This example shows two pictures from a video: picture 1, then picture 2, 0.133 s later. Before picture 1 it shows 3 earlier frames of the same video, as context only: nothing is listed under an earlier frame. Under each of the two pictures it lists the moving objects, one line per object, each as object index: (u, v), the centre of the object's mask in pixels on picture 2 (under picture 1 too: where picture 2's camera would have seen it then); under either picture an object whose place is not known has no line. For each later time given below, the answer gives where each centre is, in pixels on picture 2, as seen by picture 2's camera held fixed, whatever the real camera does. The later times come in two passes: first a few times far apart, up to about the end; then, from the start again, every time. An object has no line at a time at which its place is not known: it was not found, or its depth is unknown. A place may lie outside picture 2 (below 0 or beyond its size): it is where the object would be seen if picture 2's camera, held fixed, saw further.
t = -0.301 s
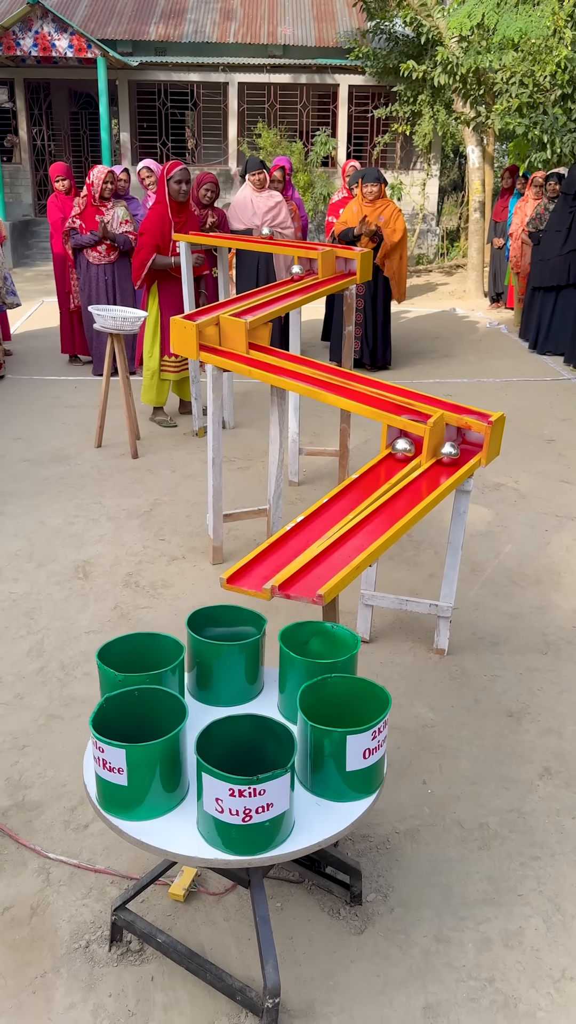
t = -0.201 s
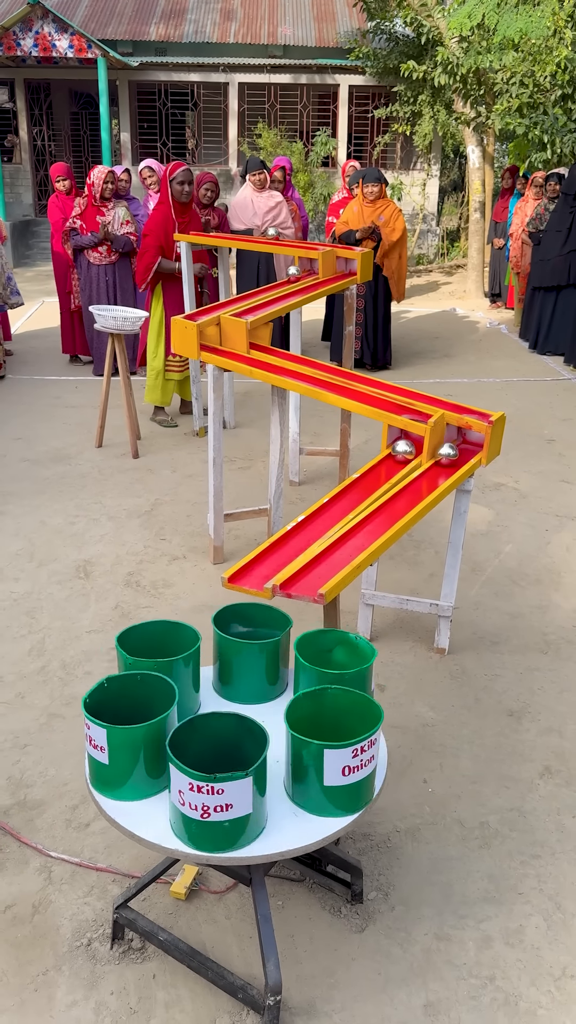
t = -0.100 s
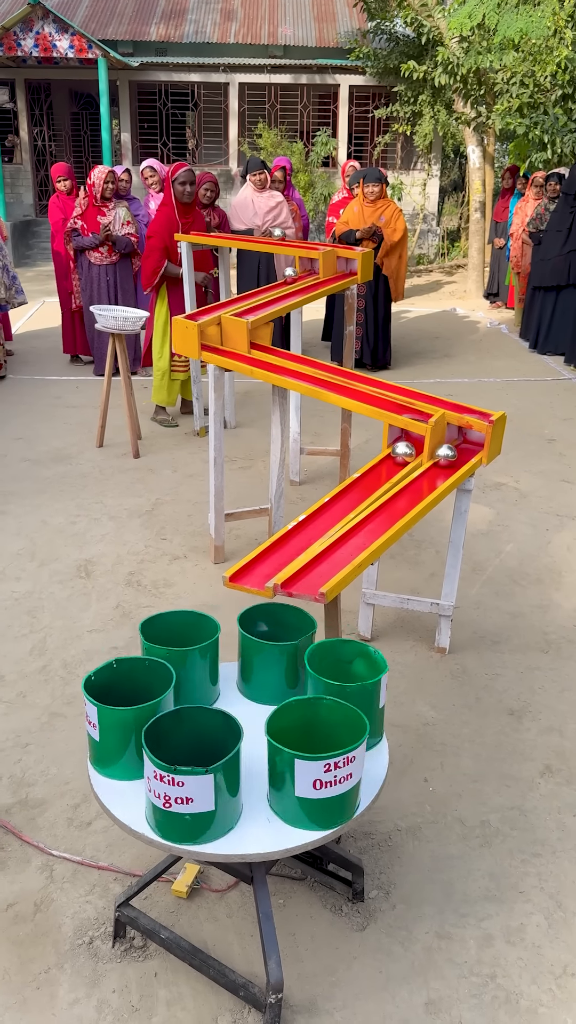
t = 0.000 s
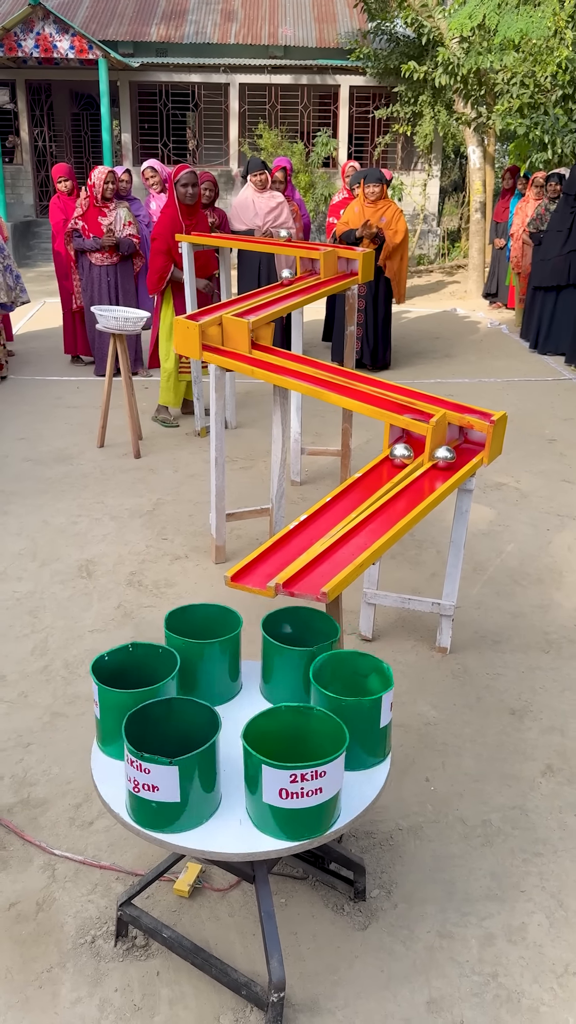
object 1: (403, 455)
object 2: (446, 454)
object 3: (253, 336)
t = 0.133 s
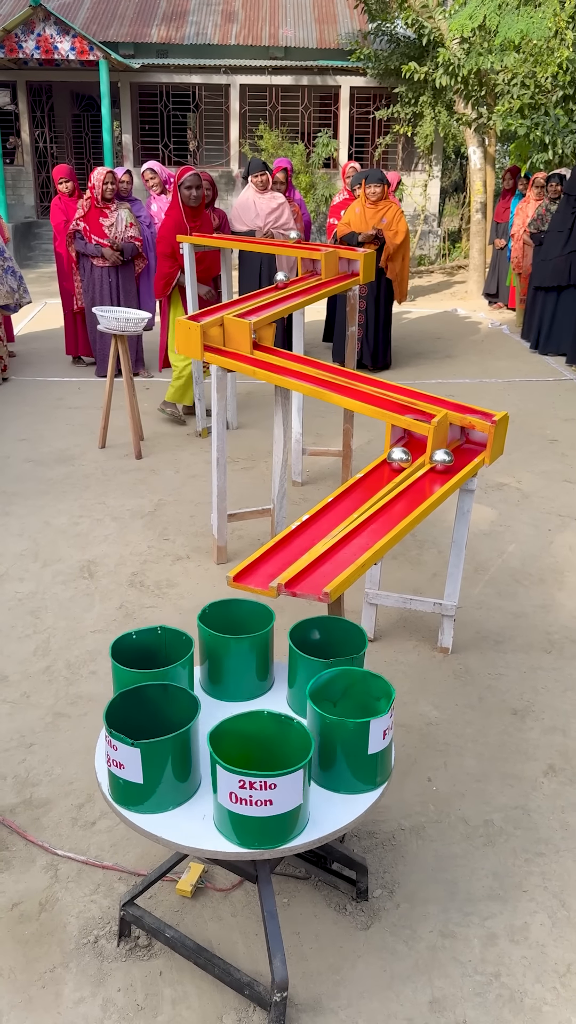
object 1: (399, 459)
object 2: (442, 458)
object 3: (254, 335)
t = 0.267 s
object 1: (394, 462)
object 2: (438, 463)
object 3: (255, 337)
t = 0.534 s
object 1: (382, 472)
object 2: (429, 470)
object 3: (262, 340)
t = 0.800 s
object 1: (366, 484)
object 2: (419, 477)
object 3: (279, 346)
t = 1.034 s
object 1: (349, 497)
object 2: (409, 485)
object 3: (298, 352)
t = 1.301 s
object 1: (325, 515)
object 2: (395, 496)
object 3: (327, 361)
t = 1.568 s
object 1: (292, 536)
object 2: (381, 507)
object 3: (364, 372)
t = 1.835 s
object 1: (254, 561)
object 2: (365, 520)
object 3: (410, 386)
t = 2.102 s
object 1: (219, 602)
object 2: (346, 535)
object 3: (468, 404)
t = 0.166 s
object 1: (398, 459)
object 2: (441, 461)
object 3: (254, 336)
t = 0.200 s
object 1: (397, 460)
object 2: (440, 461)
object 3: (255, 336)
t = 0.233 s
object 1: (395, 461)
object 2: (439, 462)
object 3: (255, 336)
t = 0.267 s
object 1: (394, 462)
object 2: (438, 463)
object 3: (255, 337)
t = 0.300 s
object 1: (393, 463)
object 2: (437, 463)
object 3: (256, 336)
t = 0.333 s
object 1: (391, 465)
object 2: (436, 465)
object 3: (256, 337)
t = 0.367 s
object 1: (390, 466)
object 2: (435, 465)
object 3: (257, 337)
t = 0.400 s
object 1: (388, 467)
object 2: (434, 466)
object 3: (258, 338)
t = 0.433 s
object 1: (387, 468)
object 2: (432, 467)
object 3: (259, 338)
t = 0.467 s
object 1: (385, 469)
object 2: (431, 468)
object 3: (260, 339)
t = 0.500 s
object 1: (383, 471)
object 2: (430, 469)
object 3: (261, 339)
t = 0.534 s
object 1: (382, 472)
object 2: (429, 470)
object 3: (262, 340)
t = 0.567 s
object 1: (380, 474)
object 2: (428, 471)
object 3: (264, 341)
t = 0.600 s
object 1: (378, 475)
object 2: (426, 472)
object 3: (266, 341)
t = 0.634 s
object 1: (376, 477)
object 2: (425, 473)
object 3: (268, 342)
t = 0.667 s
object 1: (374, 478)
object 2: (424, 474)
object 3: (270, 343)
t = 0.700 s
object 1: (372, 479)
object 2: (423, 474)
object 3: (272, 344)
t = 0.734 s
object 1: (370, 481)
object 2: (421, 475)
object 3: (275, 344)
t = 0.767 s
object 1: (368, 482)
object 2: (420, 476)
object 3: (277, 344)
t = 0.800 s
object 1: (366, 484)
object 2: (419, 477)
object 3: (279, 346)
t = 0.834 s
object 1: (364, 486)
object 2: (417, 478)
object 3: (282, 346)
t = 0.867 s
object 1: (362, 487)
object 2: (416, 480)
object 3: (284, 347)
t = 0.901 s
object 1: (359, 489)
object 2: (415, 481)
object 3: (287, 348)
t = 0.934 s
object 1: (357, 491)
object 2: (414, 482)
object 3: (290, 349)
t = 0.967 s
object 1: (355, 493)
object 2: (412, 483)
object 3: (292, 350)
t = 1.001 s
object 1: (352, 495)
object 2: (410, 484)
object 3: (295, 351)
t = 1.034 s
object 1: (349, 497)
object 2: (409, 485)
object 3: (298, 352)
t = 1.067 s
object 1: (347, 499)
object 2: (407, 487)
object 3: (302, 353)
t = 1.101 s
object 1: (344, 501)
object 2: (405, 488)
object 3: (305, 354)
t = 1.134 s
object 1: (341, 503)
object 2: (404, 489)
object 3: (308, 354)
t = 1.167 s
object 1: (338, 505)
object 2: (402, 490)
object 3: (312, 355)
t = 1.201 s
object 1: (335, 507)
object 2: (400, 492)
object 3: (315, 357)
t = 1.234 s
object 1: (331, 510)
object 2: (399, 493)
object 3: (319, 358)
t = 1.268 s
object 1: (328, 512)
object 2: (397, 495)
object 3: (323, 360)
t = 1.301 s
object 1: (325, 515)
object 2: (395, 496)
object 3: (327, 361)
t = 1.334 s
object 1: (321, 517)
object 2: (394, 497)
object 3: (331, 362)
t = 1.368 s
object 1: (317, 519)
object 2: (392, 498)
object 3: (336, 363)
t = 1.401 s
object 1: (314, 522)
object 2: (391, 500)
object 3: (340, 365)
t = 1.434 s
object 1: (310, 524)
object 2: (388, 501)
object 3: (344, 366)
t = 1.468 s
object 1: (305, 527)
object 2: (386, 502)
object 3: (349, 368)
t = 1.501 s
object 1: (301, 530)
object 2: (385, 504)
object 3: (354, 369)
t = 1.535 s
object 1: (297, 533)
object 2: (383, 506)
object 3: (359, 371)
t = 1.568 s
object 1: (292, 536)
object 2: (381, 507)
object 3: (364, 372)
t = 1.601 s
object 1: (288, 539)
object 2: (379, 509)
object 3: (369, 374)
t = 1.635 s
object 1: (283, 542)
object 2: (377, 510)
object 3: (375, 376)
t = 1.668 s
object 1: (278, 544)
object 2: (375, 512)
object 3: (380, 377)
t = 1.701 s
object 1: (273, 548)
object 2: (373, 513)
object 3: (386, 379)
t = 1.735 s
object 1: (268, 551)
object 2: (371, 515)
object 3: (391, 381)
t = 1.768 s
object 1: (263, 554)
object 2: (369, 517)
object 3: (398, 383)
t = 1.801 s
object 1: (258, 558)
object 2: (367, 519)
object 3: (404, 385)
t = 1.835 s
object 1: (254, 561)
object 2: (365, 520)
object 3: (410, 386)
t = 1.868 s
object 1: (249, 566)
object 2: (362, 522)
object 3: (417, 388)
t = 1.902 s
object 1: (244, 569)
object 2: (360, 524)
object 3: (424, 391)
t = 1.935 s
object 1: (238, 575)
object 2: (358, 526)
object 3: (430, 393)
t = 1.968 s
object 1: (233, 586)
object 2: (356, 527)
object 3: (438, 395)
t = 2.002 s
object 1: (229, 589)
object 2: (354, 529)
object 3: (445, 397)
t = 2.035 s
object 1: (226, 589)
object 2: (351, 531)
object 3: (452, 399)
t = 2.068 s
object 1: (222, 593)
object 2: (349, 533)
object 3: (460, 402)
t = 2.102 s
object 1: (219, 602)
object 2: (346, 535)
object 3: (468, 404)
